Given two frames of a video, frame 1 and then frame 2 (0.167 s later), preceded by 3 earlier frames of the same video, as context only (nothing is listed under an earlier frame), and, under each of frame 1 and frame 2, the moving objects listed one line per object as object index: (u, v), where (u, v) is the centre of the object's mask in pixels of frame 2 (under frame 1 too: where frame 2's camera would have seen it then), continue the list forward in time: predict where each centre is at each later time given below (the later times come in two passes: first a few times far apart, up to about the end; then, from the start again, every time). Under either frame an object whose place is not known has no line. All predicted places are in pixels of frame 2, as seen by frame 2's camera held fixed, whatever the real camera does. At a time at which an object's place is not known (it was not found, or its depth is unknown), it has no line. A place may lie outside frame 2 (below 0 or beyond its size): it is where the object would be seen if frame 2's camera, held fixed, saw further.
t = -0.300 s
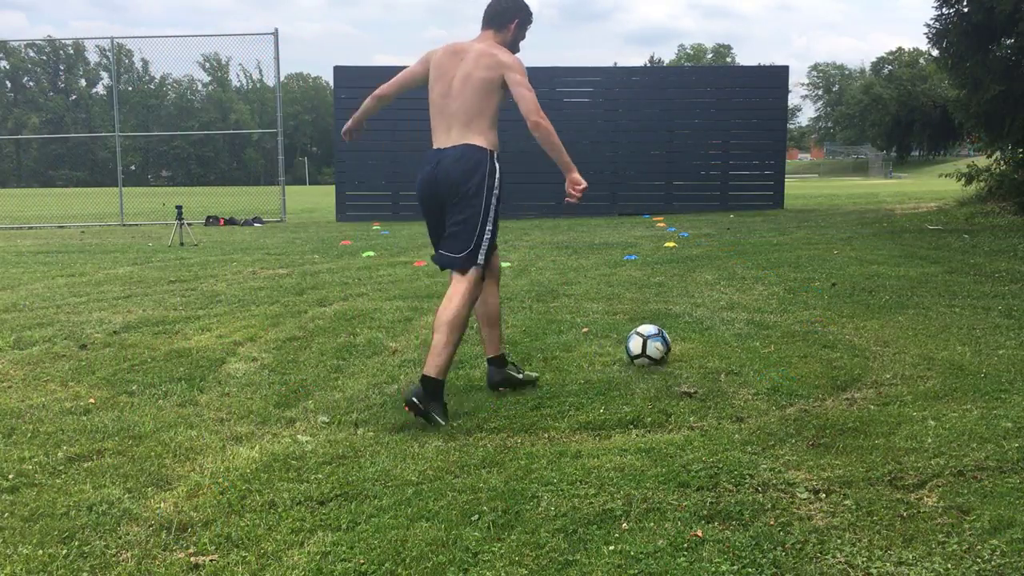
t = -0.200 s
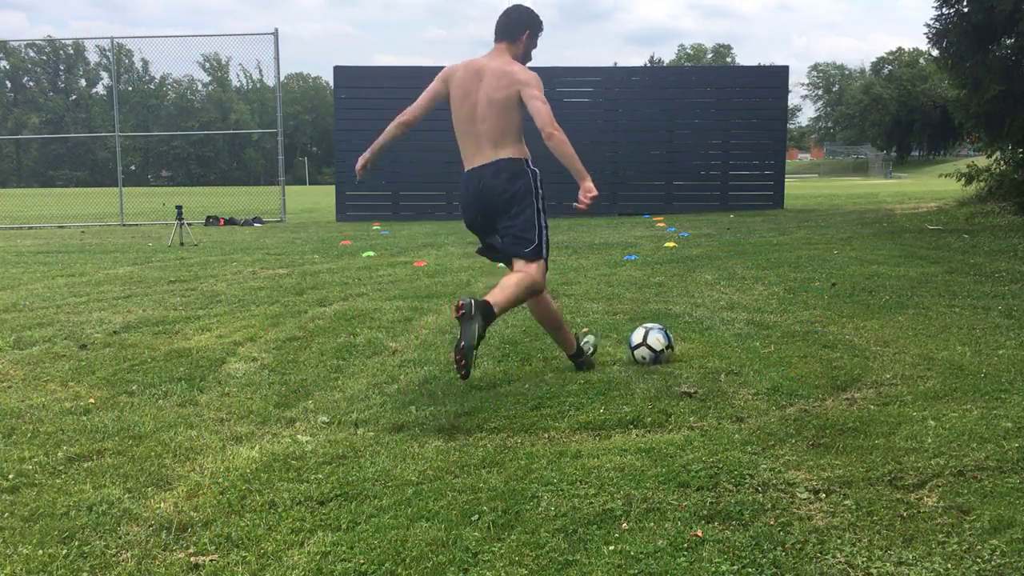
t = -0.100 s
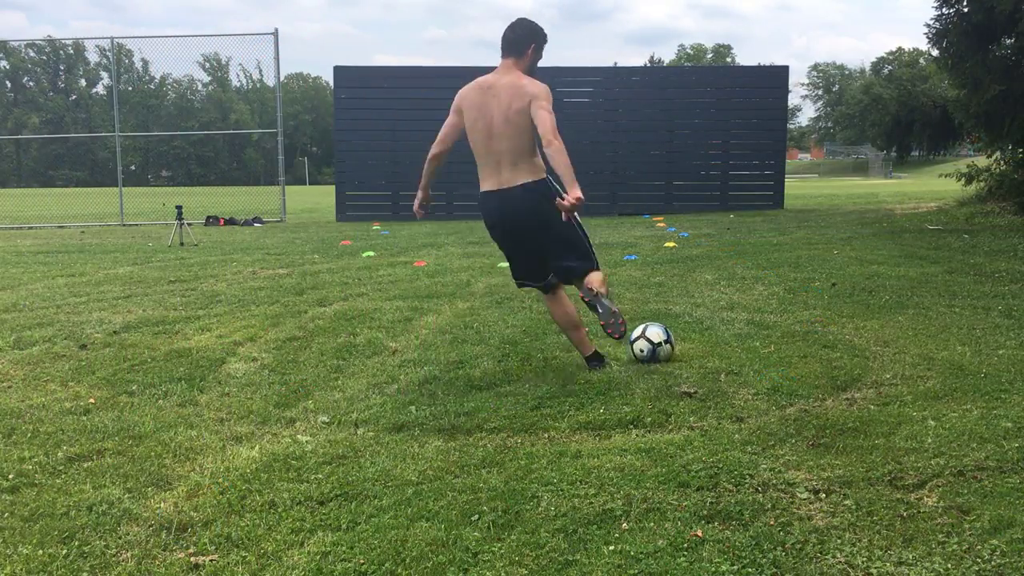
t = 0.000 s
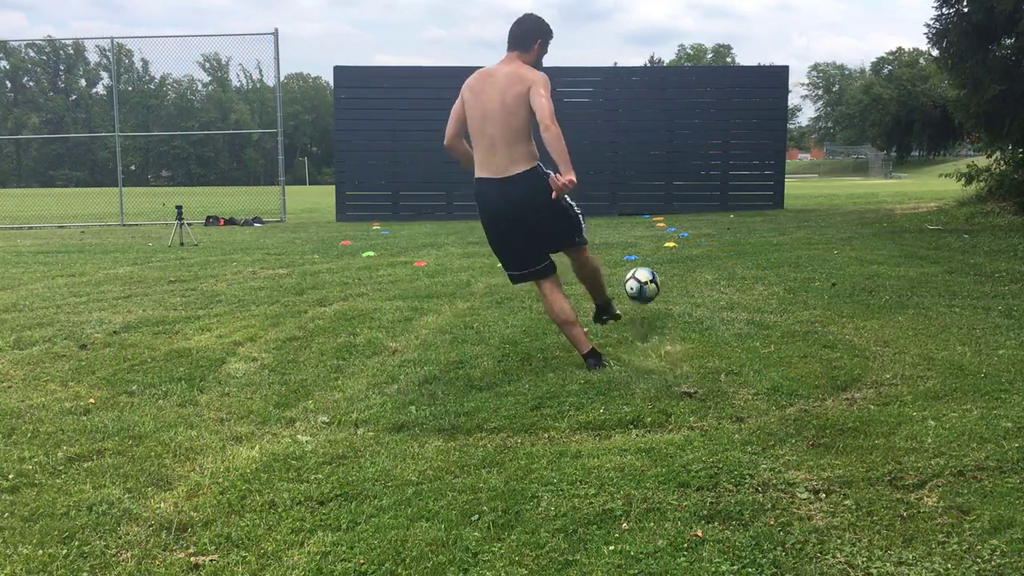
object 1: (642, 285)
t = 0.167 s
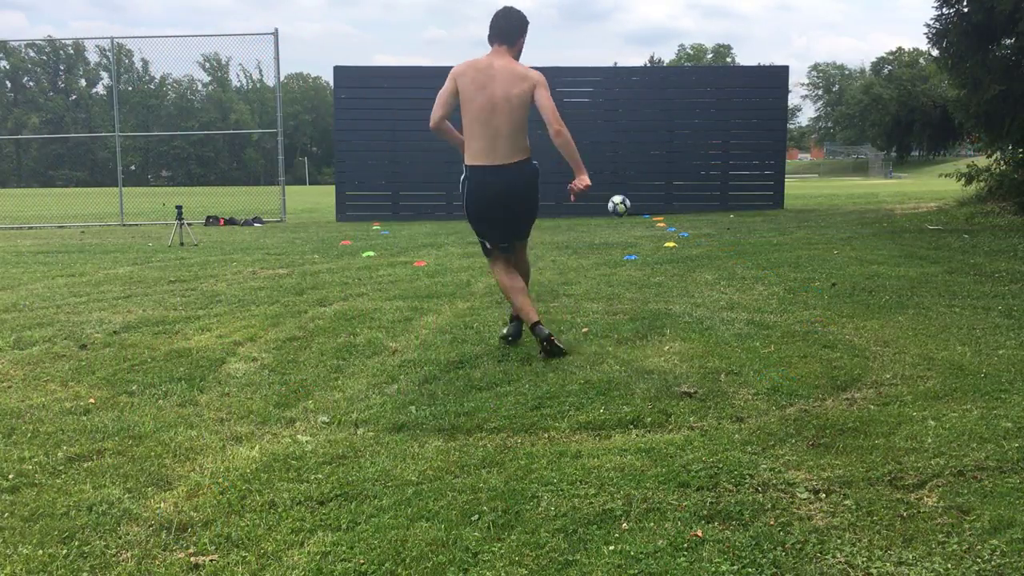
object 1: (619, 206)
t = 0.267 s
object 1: (611, 196)
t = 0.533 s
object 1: (603, 214)
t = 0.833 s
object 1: (619, 171)
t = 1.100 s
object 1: (647, 151)
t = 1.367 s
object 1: (687, 179)
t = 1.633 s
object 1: (733, 248)
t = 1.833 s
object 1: (748, 190)
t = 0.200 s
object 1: (615, 201)
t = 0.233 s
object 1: (613, 198)
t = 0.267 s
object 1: (611, 196)
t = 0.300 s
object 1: (609, 196)
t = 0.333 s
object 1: (608, 197)
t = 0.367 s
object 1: (608, 199)
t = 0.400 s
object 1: (607, 201)
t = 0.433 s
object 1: (606, 204)
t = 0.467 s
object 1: (605, 207)
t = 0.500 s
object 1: (604, 211)
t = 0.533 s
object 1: (603, 214)
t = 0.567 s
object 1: (603, 214)
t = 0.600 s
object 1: (602, 210)
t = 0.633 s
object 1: (602, 206)
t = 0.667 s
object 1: (605, 198)
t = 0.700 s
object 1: (607, 192)
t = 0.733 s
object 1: (611, 187)
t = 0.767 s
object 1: (613, 181)
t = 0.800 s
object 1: (616, 176)
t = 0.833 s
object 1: (619, 171)
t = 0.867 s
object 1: (622, 167)
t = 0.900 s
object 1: (625, 163)
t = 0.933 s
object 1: (628, 160)
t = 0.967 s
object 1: (632, 157)
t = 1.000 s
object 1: (635, 155)
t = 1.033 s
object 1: (639, 152)
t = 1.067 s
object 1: (642, 151)
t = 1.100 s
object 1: (647, 151)
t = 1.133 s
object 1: (651, 151)
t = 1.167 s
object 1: (656, 152)
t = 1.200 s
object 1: (660, 154)
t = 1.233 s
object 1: (665, 157)
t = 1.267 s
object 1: (671, 161)
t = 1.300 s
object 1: (676, 166)
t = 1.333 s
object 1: (681, 172)
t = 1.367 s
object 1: (687, 179)
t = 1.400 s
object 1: (693, 187)
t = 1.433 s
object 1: (699, 198)
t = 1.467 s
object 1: (706, 210)
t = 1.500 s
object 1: (712, 224)
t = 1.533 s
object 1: (719, 240)
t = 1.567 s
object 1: (726, 258)
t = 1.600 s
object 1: (731, 260)
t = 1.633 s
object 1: (733, 248)
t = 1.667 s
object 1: (736, 236)
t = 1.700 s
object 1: (738, 224)
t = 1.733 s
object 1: (741, 215)
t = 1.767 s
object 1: (743, 206)
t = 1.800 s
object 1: (745, 197)
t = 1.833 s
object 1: (748, 190)
